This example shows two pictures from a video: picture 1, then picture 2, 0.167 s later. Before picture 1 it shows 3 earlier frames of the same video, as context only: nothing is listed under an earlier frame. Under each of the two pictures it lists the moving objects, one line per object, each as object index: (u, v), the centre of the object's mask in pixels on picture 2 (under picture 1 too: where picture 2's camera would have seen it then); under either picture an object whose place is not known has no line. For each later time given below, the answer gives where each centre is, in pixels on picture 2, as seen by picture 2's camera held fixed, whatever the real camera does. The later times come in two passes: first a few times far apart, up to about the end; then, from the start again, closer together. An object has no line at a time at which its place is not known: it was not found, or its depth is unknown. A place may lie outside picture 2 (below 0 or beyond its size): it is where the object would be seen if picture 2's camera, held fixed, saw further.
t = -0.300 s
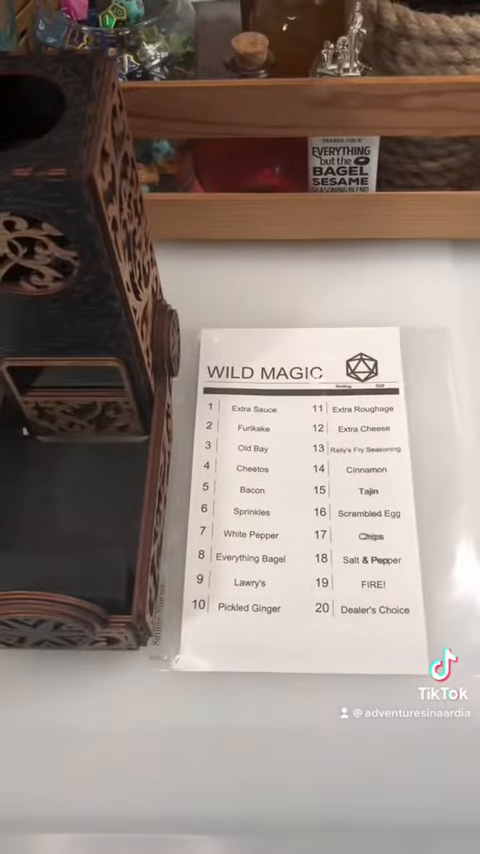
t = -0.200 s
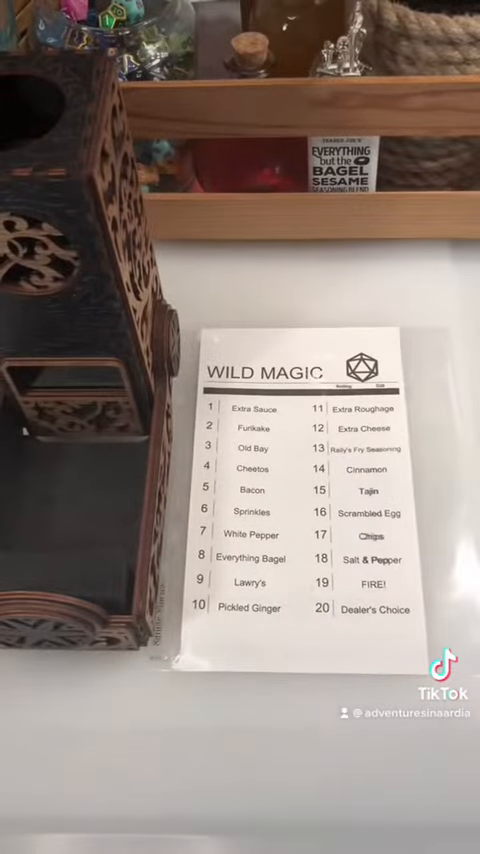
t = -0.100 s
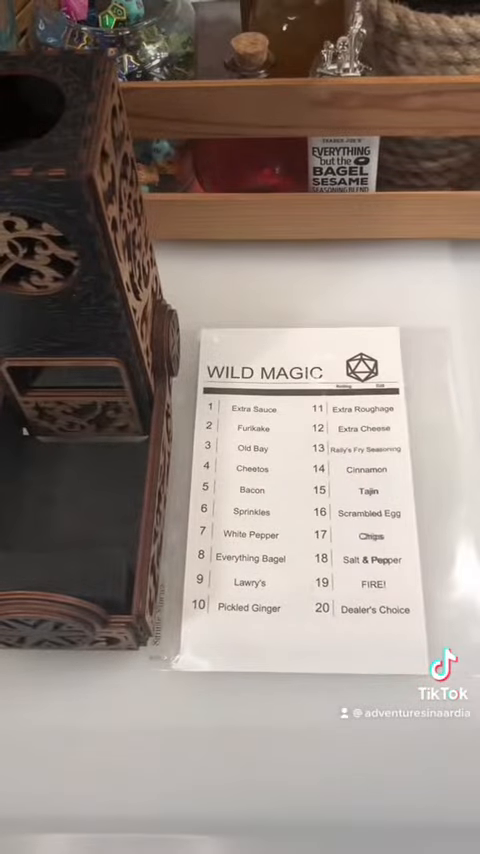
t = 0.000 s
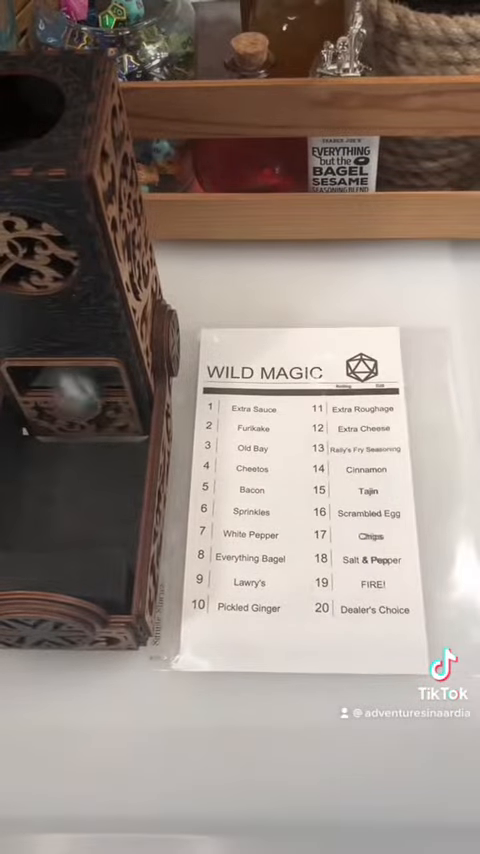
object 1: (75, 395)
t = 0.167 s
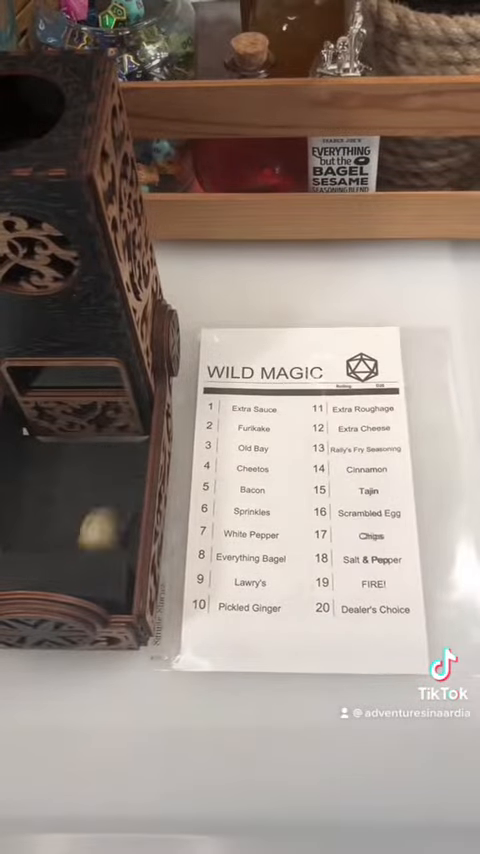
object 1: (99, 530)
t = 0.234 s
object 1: (83, 548)
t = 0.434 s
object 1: (86, 541)
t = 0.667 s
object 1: (86, 541)
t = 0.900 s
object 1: (86, 541)
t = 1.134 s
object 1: (86, 541)
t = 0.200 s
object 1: (86, 545)
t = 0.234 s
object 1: (83, 548)
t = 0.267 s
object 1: (82, 543)
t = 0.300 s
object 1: (82, 540)
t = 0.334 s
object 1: (85, 539)
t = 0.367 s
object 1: (86, 538)
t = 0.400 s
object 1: (86, 539)
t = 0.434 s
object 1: (86, 541)
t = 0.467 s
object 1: (87, 542)
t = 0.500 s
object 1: (86, 542)
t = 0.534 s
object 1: (86, 541)
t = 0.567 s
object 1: (87, 541)
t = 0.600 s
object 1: (86, 541)
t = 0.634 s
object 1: (86, 541)
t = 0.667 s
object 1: (86, 541)
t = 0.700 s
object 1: (86, 541)
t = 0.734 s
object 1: (86, 541)
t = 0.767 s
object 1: (86, 541)
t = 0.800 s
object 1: (86, 541)
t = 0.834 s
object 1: (86, 541)
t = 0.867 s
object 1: (86, 541)
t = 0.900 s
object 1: (86, 541)
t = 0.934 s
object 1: (86, 541)
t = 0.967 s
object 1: (86, 541)
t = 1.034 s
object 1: (86, 541)
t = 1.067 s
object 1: (86, 541)
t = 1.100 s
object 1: (86, 541)
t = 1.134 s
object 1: (86, 541)
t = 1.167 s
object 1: (86, 541)
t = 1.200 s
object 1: (86, 541)
